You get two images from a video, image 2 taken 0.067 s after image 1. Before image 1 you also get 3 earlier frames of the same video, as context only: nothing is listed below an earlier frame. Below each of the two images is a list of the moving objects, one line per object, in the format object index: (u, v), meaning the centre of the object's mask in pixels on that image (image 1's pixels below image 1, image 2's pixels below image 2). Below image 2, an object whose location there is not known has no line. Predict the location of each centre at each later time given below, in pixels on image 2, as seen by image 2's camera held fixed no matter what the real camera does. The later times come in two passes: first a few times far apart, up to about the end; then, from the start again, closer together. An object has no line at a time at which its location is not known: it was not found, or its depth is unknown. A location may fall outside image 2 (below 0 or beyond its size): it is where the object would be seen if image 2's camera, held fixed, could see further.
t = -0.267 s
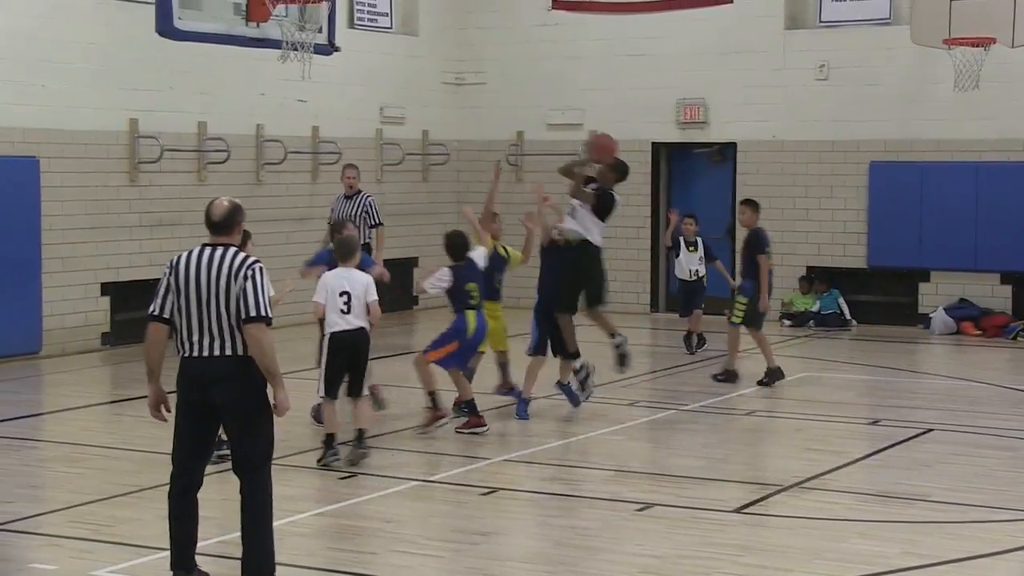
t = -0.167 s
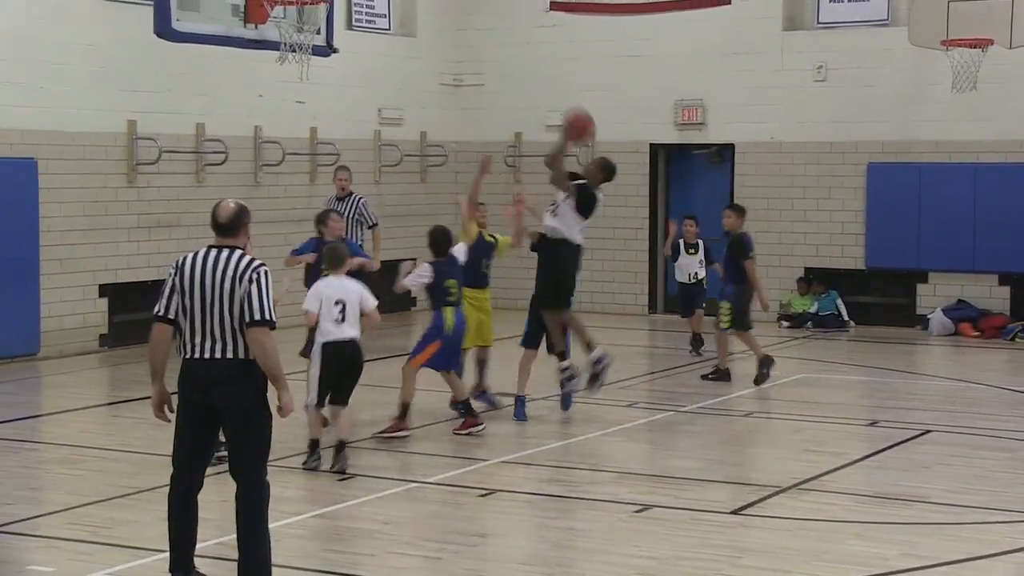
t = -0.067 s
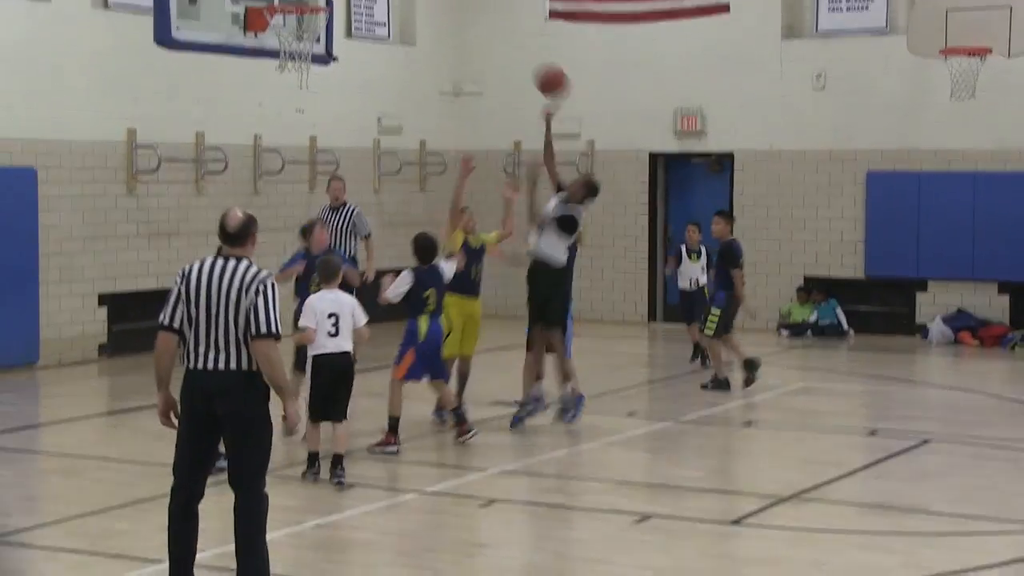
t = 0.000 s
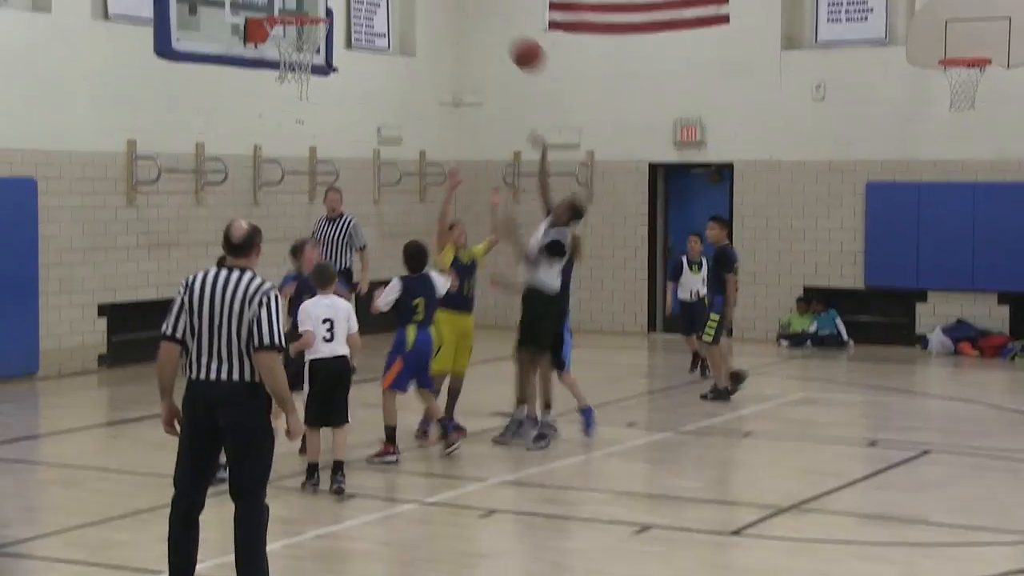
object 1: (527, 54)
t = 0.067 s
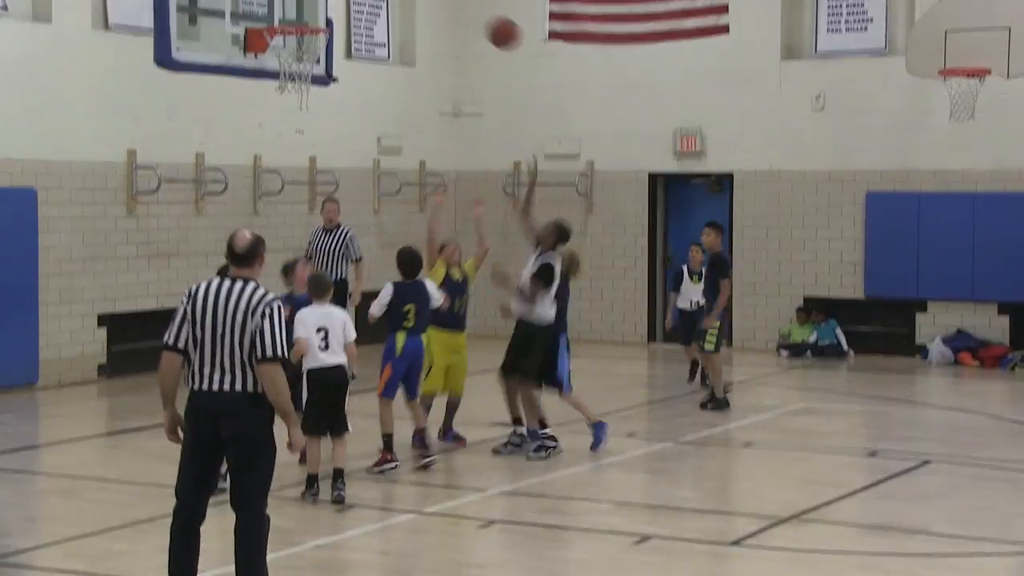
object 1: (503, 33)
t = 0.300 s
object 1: (419, -18)
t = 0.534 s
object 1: (334, -17)
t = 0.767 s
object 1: (281, 33)
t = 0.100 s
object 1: (491, 20)
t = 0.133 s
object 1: (479, 8)
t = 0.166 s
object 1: (467, -1)
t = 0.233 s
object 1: (443, -12)
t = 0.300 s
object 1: (419, -18)
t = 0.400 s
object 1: (384, -27)
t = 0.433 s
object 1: (371, -26)
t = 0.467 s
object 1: (359, -27)
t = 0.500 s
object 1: (347, -23)
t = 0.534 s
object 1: (334, -17)
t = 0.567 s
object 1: (322, -9)
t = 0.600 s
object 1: (310, 0)
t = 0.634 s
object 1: (299, 9)
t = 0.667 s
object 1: (289, 17)
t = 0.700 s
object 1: (286, 19)
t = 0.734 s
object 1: (282, 29)
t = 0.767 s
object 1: (281, 33)
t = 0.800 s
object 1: (290, 39)
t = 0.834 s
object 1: (300, 45)
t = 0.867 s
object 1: (310, 48)
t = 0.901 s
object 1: (317, 53)
